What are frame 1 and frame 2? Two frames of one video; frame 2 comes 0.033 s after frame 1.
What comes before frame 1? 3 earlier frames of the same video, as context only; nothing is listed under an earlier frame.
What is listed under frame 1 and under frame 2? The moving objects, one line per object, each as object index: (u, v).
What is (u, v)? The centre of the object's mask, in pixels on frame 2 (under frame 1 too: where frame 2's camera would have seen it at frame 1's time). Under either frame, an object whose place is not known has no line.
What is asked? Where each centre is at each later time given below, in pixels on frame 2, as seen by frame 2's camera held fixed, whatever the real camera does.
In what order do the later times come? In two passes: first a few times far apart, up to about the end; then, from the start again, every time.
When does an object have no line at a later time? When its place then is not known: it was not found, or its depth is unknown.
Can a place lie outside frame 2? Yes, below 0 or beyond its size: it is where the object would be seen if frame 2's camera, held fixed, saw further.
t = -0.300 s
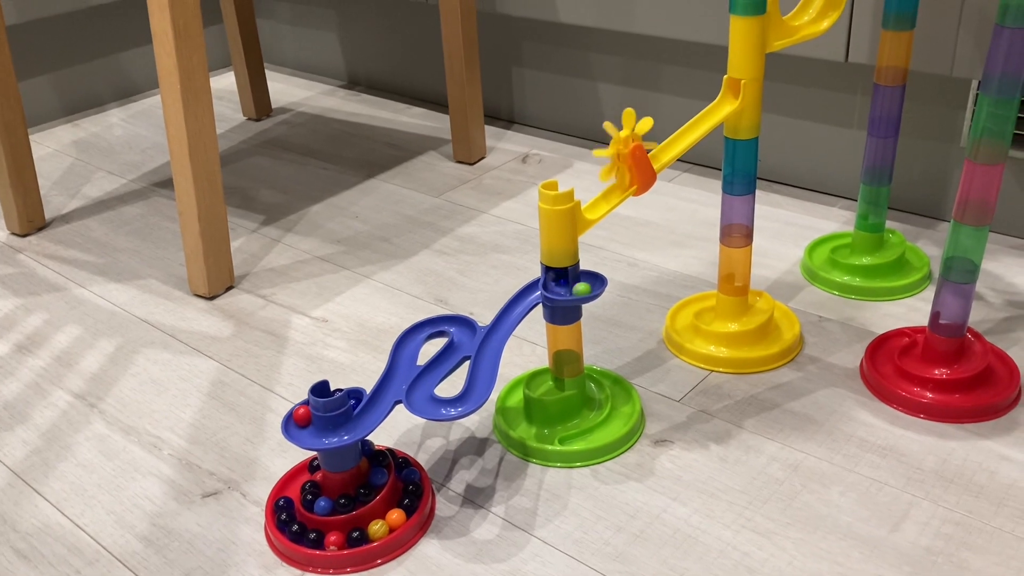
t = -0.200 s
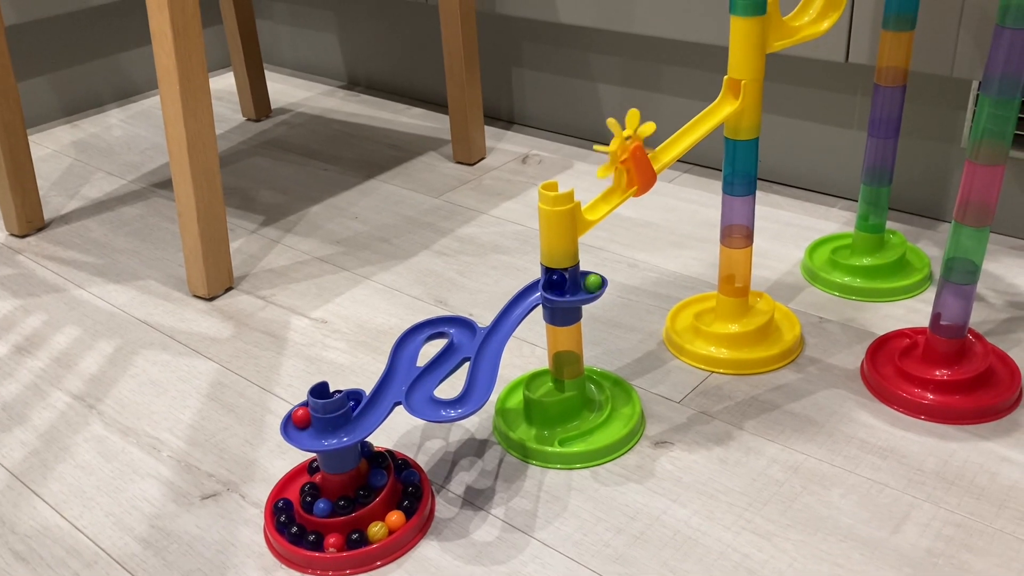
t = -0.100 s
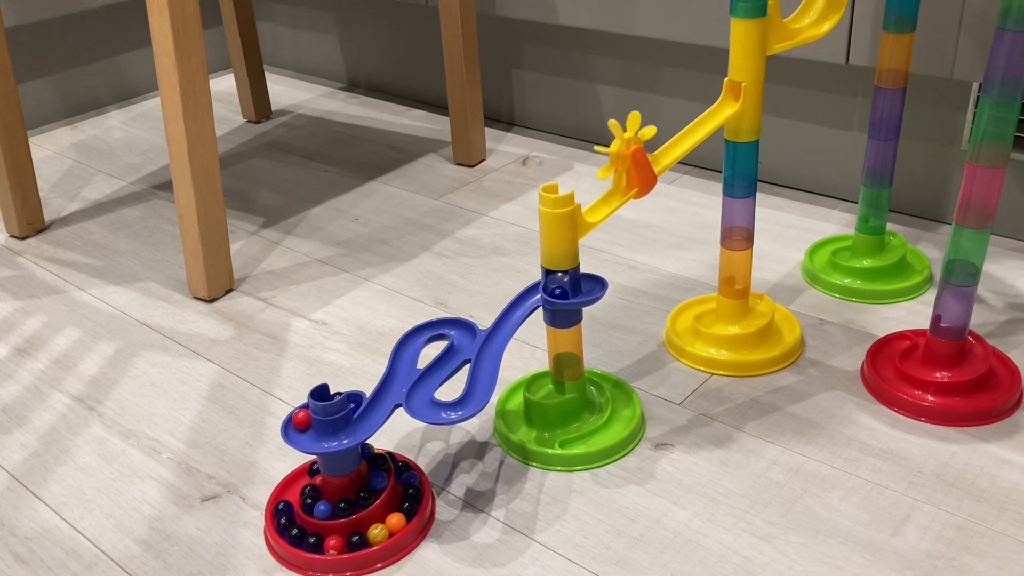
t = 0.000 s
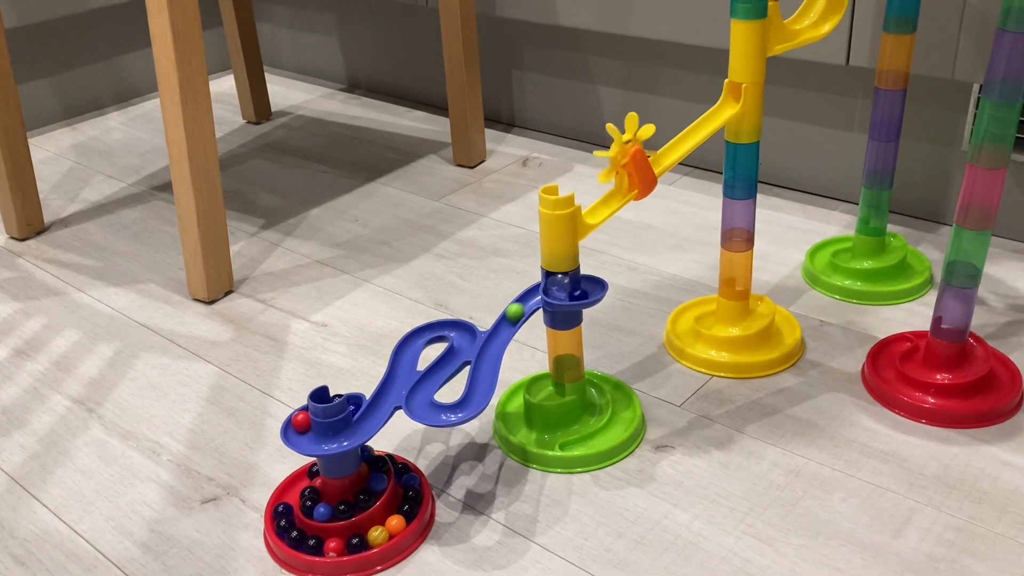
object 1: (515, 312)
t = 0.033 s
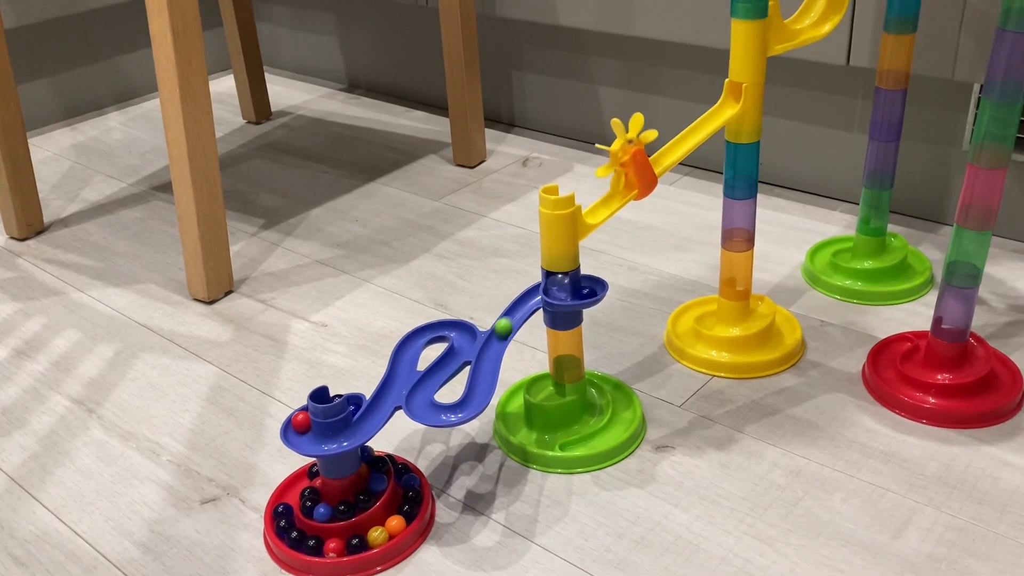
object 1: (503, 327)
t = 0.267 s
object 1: (436, 412)
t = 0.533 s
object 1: (461, 351)
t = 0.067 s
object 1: (495, 341)
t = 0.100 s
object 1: (488, 356)
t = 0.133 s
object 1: (484, 371)
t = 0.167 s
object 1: (481, 386)
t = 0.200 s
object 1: (473, 400)
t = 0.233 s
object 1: (457, 410)
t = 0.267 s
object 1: (436, 412)
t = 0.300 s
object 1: (420, 407)
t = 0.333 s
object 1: (416, 399)
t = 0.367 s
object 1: (419, 389)
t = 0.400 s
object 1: (428, 381)
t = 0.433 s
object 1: (437, 373)
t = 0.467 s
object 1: (444, 365)
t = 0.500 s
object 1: (453, 358)
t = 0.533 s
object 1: (461, 351)
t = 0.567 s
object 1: (464, 345)
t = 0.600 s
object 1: (465, 338)
